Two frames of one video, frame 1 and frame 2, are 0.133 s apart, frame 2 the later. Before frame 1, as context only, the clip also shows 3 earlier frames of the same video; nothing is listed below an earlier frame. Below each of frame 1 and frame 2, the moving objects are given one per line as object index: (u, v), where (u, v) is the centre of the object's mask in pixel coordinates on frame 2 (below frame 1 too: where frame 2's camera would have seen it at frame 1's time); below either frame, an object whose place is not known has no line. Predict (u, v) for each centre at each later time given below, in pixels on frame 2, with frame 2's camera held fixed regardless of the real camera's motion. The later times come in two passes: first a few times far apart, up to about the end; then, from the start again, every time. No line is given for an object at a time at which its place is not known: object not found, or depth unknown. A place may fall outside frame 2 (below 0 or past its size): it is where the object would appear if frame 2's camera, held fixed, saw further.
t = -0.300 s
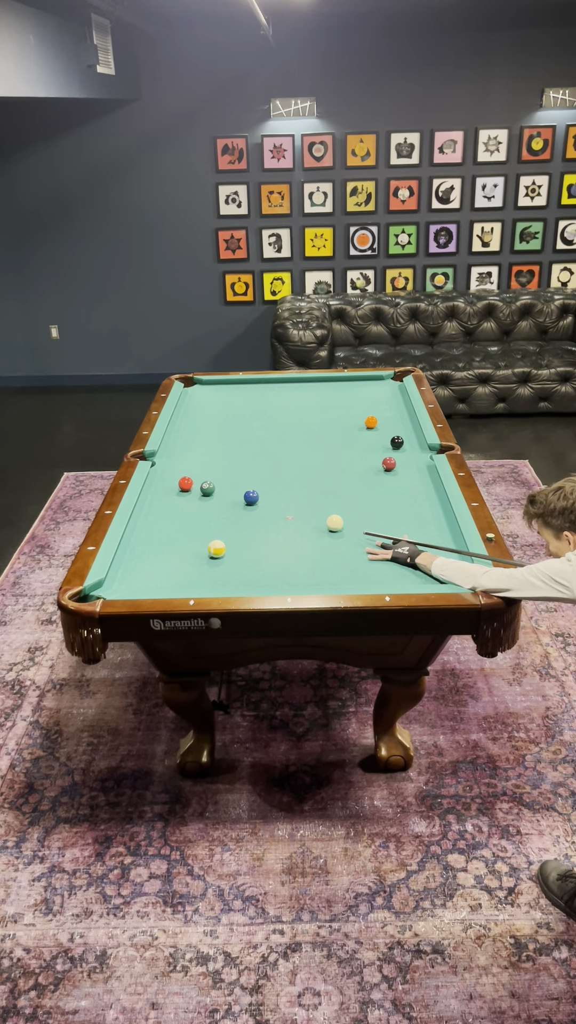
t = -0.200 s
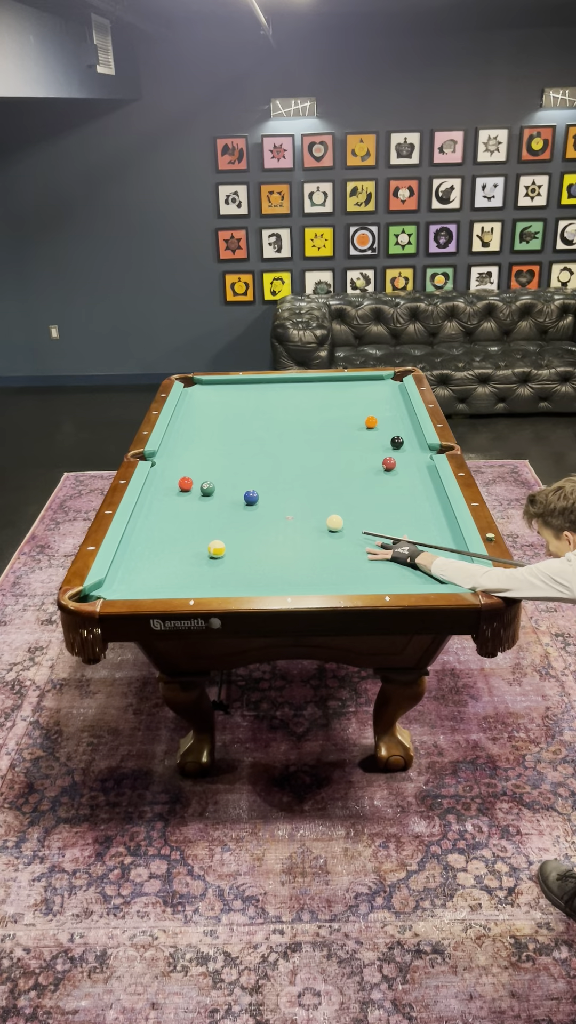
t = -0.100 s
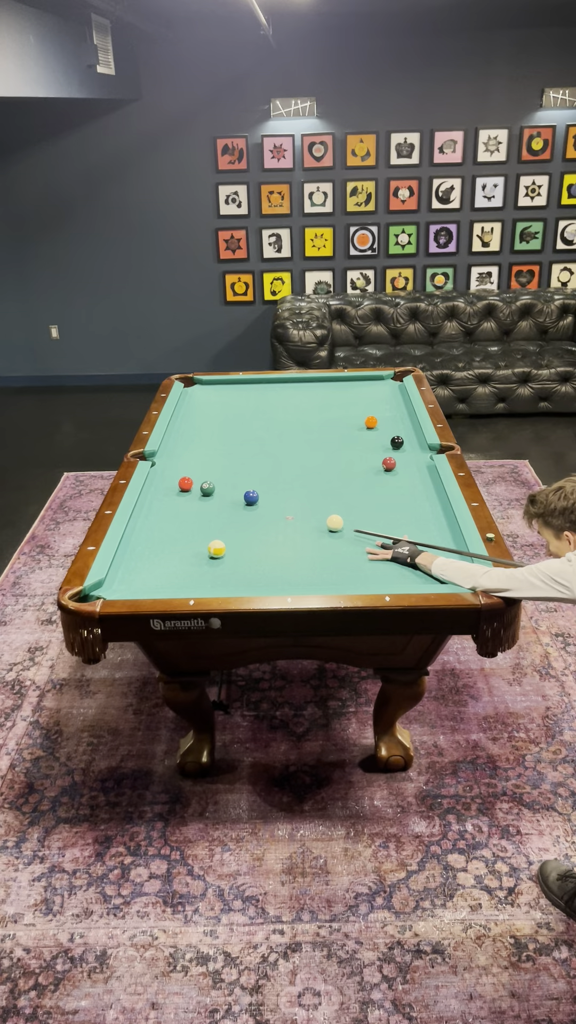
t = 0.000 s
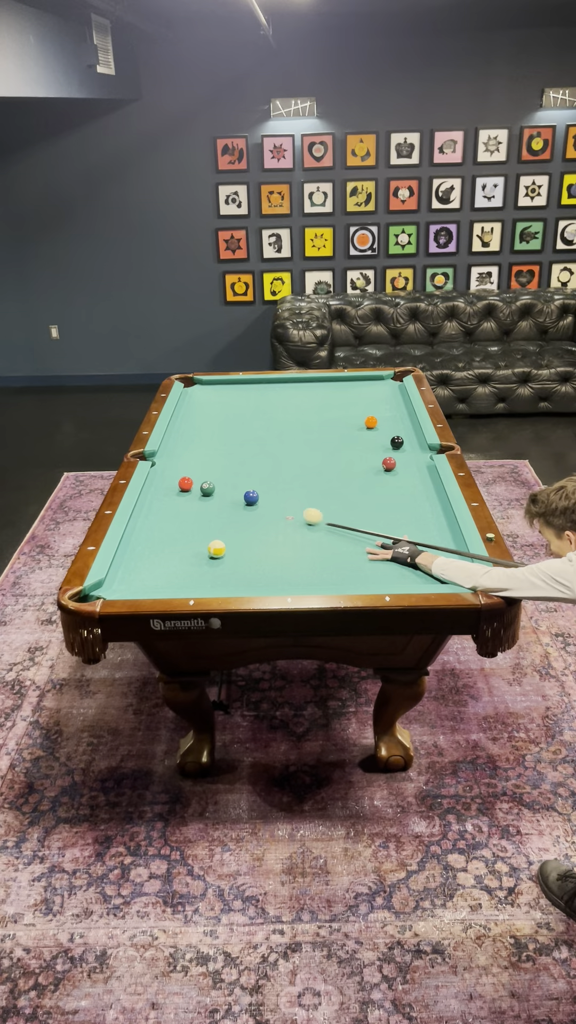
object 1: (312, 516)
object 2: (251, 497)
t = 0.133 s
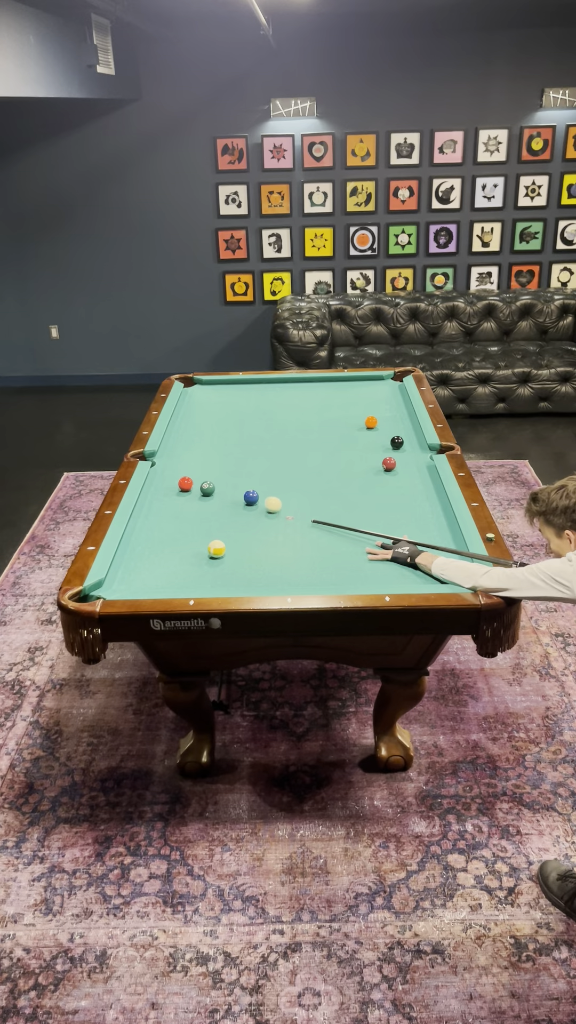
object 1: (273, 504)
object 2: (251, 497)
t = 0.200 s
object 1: (261, 501)
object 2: (248, 496)
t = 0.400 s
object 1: (249, 500)
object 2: (223, 486)
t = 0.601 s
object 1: (238, 499)
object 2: (210, 477)
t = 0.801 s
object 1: (228, 497)
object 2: (199, 468)
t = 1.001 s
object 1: (219, 497)
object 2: (188, 460)
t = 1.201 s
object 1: (211, 496)
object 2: (178, 453)
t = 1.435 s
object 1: (203, 495)
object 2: (168, 445)
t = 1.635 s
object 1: (198, 494)
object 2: (172, 440)
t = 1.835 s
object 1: (193, 494)
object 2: (179, 436)
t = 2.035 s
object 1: (192, 494)
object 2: (185, 431)
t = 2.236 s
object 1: (192, 494)
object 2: (191, 428)
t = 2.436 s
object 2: (196, 424)
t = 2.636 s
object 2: (201, 421)
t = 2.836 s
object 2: (206, 418)
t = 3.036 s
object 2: (210, 416)
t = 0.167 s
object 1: (265, 501)
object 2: (251, 497)
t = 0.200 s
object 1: (261, 501)
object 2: (248, 496)
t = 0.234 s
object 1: (259, 501)
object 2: (243, 494)
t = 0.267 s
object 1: (258, 501)
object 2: (238, 492)
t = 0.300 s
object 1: (256, 501)
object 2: (234, 491)
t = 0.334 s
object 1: (254, 500)
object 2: (230, 489)
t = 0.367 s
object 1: (251, 501)
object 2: (227, 487)
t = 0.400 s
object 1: (249, 500)
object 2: (223, 486)
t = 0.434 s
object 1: (248, 500)
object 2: (221, 485)
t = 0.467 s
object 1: (246, 500)
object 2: (218, 483)
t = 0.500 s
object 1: (244, 499)
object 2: (216, 481)
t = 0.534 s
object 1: (242, 499)
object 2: (214, 480)
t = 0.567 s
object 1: (240, 499)
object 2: (212, 478)
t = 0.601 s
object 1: (238, 499)
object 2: (210, 477)
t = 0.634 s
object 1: (237, 498)
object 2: (208, 475)
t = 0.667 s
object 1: (235, 498)
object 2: (206, 474)
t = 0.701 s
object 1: (233, 498)
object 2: (204, 472)
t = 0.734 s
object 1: (231, 498)
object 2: (202, 471)
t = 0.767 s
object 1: (230, 498)
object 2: (201, 470)
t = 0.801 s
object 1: (228, 497)
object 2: (199, 468)
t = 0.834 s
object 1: (227, 497)
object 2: (197, 467)
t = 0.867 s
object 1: (225, 497)
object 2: (195, 466)
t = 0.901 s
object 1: (223, 497)
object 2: (193, 464)
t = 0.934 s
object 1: (222, 497)
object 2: (191, 463)
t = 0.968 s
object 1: (221, 496)
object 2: (190, 461)
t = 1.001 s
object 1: (219, 497)
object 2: (188, 460)
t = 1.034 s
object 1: (217, 497)
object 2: (186, 459)
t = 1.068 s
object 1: (216, 496)
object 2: (185, 458)
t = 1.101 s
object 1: (215, 496)
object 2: (183, 457)
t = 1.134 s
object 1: (214, 496)
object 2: (181, 455)
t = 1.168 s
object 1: (212, 496)
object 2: (180, 454)
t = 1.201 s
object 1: (211, 496)
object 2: (178, 453)
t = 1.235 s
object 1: (210, 495)
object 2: (177, 452)
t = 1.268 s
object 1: (208, 496)
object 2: (175, 451)
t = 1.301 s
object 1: (207, 495)
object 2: (174, 450)
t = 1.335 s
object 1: (206, 495)
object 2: (172, 448)
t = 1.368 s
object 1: (205, 495)
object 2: (171, 447)
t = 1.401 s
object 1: (204, 495)
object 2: (169, 446)
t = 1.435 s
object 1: (203, 495)
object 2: (168, 445)
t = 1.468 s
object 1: (202, 495)
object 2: (166, 444)
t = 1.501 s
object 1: (201, 495)
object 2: (167, 443)
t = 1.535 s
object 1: (200, 494)
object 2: (168, 442)
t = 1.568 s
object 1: (199, 494)
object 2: (169, 442)
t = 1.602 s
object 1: (198, 494)
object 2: (171, 441)
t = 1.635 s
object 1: (198, 494)
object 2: (172, 440)
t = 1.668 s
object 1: (197, 494)
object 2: (173, 439)
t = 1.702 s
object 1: (196, 494)
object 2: (174, 439)
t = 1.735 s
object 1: (195, 494)
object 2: (175, 438)
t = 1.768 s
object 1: (195, 494)
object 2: (177, 437)
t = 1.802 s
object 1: (194, 493)
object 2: (178, 436)
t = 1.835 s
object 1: (193, 494)
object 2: (179, 436)
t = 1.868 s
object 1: (193, 494)
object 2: (180, 435)
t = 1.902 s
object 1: (192, 494)
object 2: (181, 434)
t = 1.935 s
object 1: (192, 494)
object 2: (182, 433)
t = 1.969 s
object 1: (192, 494)
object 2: (183, 433)
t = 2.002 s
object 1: (192, 494)
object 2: (184, 432)
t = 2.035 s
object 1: (192, 494)
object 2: (185, 431)
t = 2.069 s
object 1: (192, 494)
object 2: (186, 431)
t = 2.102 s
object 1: (192, 493)
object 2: (187, 430)
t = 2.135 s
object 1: (192, 493)
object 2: (188, 429)
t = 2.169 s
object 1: (192, 494)
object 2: (189, 429)
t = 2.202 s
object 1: (192, 494)
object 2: (190, 428)
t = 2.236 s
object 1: (192, 494)
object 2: (191, 428)
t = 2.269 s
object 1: (192, 493)
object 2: (192, 427)
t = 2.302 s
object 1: (192, 493)
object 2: (193, 426)
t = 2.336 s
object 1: (192, 493)
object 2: (193, 426)
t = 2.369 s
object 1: (192, 494)
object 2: (194, 425)
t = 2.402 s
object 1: (192, 493)
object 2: (195, 425)
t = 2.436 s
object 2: (196, 424)
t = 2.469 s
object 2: (197, 424)
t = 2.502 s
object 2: (198, 423)
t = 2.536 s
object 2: (199, 423)
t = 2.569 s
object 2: (199, 422)
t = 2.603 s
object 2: (200, 422)
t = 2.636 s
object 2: (201, 421)
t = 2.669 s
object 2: (202, 421)
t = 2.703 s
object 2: (203, 420)
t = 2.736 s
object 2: (204, 420)
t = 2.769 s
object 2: (204, 419)
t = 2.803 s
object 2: (205, 419)
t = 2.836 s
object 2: (206, 418)
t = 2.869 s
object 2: (207, 418)
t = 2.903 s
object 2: (207, 417)
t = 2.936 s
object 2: (208, 417)
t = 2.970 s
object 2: (209, 417)
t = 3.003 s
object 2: (209, 416)
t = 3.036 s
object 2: (210, 416)
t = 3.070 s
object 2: (211, 415)
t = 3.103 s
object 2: (211, 415)
